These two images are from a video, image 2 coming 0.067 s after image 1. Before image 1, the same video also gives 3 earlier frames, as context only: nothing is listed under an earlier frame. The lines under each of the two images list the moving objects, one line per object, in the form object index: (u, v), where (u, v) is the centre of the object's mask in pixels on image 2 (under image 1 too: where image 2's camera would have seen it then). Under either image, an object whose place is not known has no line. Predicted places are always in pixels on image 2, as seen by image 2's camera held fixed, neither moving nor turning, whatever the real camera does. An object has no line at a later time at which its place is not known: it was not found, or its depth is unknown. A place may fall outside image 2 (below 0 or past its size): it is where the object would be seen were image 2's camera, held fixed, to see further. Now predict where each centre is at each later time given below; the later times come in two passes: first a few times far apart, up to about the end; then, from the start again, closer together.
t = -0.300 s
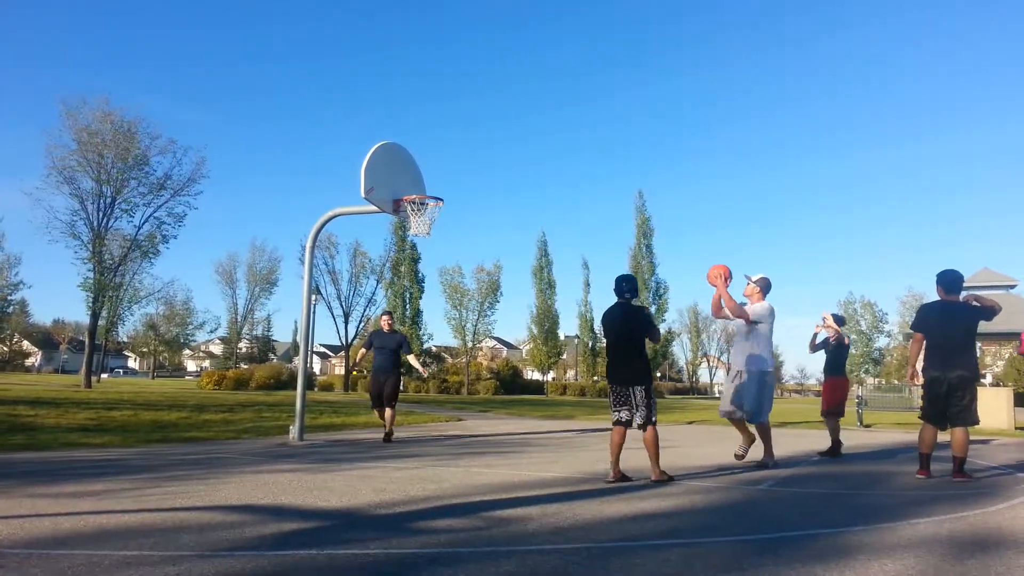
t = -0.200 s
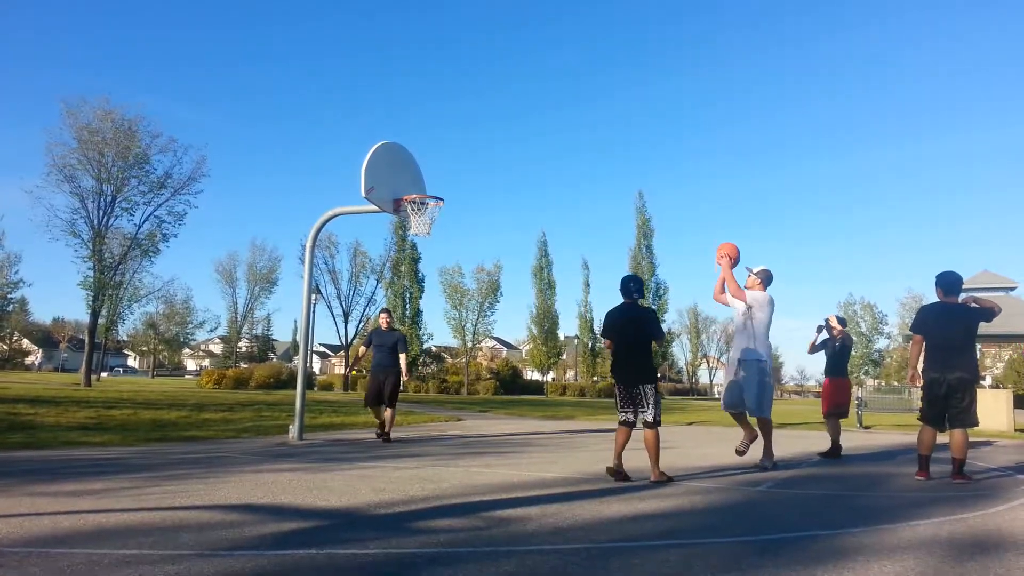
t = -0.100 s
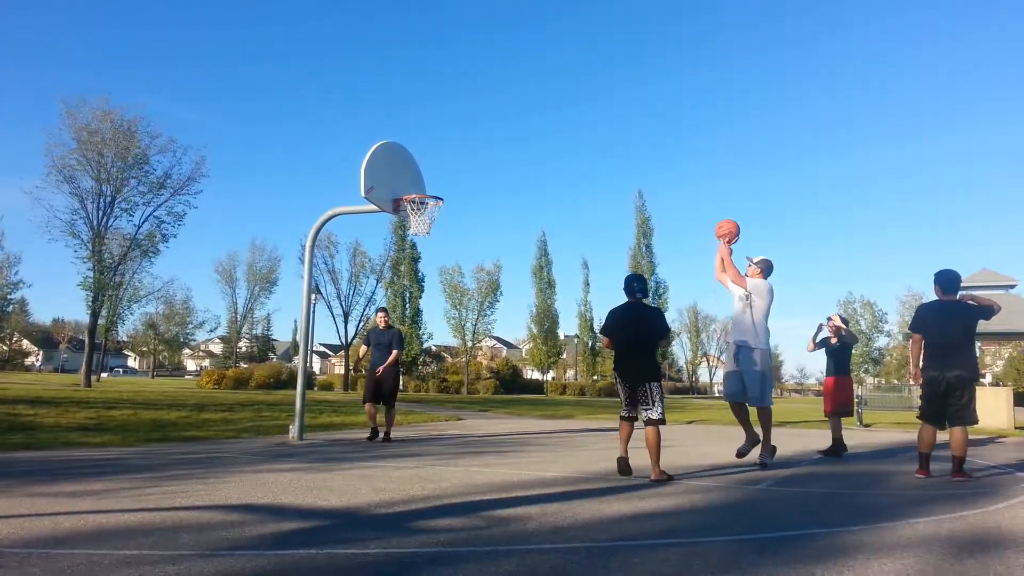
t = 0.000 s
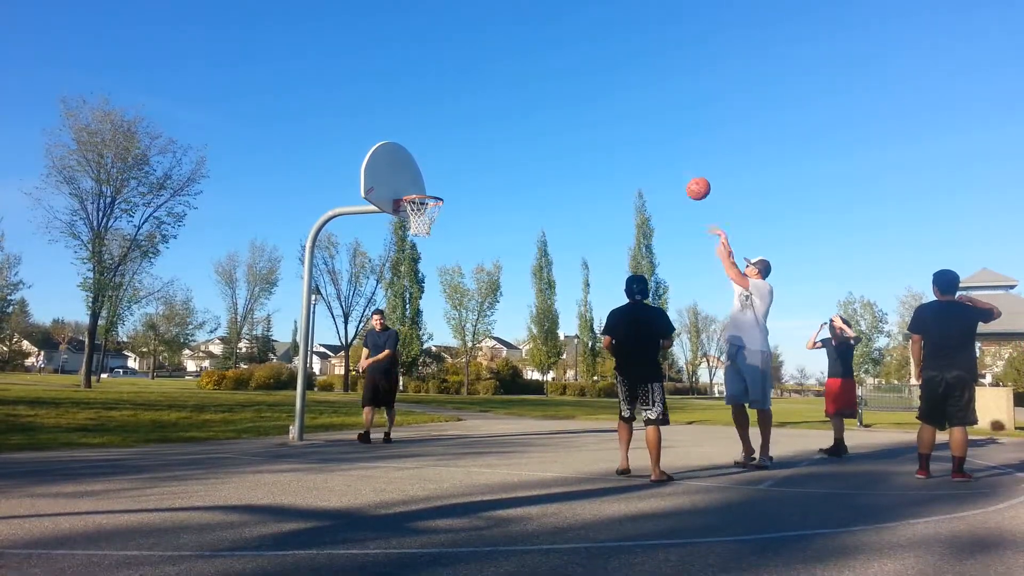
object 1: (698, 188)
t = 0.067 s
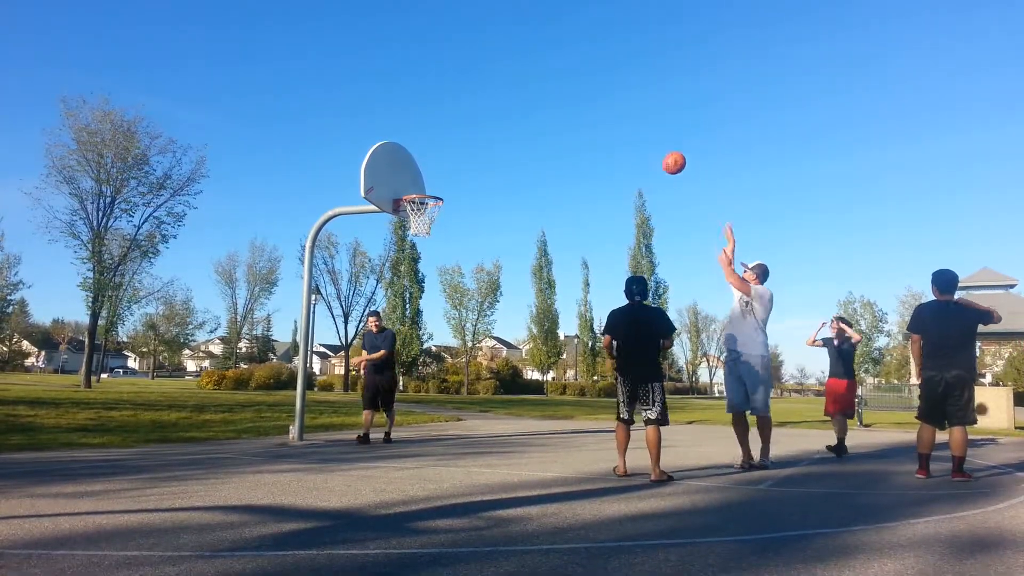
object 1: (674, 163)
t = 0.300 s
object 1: (596, 110)
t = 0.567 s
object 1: (515, 111)
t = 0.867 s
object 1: (432, 177)
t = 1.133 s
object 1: (426, 251)
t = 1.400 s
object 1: (442, 345)
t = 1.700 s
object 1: (466, 386)
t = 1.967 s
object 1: (495, 322)
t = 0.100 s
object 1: (662, 152)
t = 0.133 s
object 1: (650, 142)
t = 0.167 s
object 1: (639, 134)
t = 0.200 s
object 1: (628, 126)
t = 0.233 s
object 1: (617, 119)
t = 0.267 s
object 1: (606, 114)
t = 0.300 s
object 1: (596, 110)
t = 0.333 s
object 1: (586, 106)
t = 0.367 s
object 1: (574, 104)
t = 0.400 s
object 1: (562, 104)
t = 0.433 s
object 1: (554, 104)
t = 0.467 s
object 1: (545, 102)
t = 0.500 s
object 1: (534, 101)
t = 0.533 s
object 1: (523, 106)
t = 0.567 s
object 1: (515, 111)
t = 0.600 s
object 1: (506, 114)
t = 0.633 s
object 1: (496, 116)
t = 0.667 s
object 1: (487, 123)
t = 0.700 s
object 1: (477, 132)
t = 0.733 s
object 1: (468, 140)
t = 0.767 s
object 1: (459, 146)
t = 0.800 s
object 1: (450, 154)
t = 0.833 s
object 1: (441, 164)
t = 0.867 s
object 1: (432, 177)
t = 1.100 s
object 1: (424, 243)
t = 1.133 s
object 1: (426, 251)
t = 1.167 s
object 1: (428, 259)
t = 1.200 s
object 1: (430, 268)
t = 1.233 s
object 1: (432, 279)
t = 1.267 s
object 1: (434, 290)
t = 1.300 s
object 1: (436, 302)
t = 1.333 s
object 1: (438, 315)
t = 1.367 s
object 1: (440, 330)
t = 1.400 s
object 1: (442, 345)
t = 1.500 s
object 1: (447, 398)
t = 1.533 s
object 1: (448, 417)
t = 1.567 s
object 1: (450, 436)
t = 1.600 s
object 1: (454, 427)
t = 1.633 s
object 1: (457, 414)
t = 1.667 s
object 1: (461, 400)
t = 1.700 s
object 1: (466, 386)
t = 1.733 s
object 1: (470, 377)
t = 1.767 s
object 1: (474, 366)
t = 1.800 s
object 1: (477, 357)
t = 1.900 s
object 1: (489, 333)
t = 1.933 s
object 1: (492, 327)
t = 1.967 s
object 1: (495, 322)
